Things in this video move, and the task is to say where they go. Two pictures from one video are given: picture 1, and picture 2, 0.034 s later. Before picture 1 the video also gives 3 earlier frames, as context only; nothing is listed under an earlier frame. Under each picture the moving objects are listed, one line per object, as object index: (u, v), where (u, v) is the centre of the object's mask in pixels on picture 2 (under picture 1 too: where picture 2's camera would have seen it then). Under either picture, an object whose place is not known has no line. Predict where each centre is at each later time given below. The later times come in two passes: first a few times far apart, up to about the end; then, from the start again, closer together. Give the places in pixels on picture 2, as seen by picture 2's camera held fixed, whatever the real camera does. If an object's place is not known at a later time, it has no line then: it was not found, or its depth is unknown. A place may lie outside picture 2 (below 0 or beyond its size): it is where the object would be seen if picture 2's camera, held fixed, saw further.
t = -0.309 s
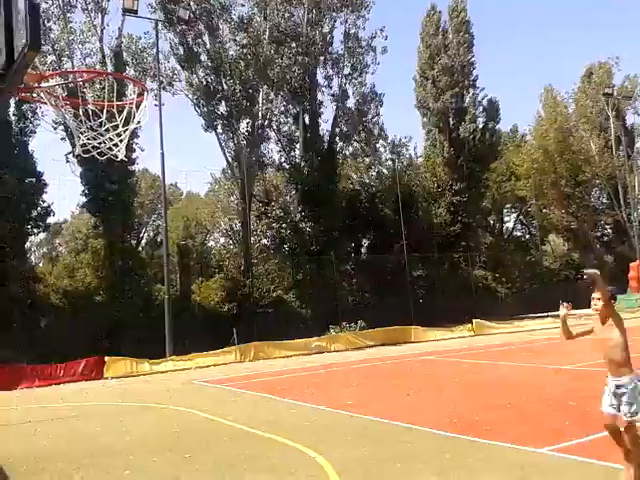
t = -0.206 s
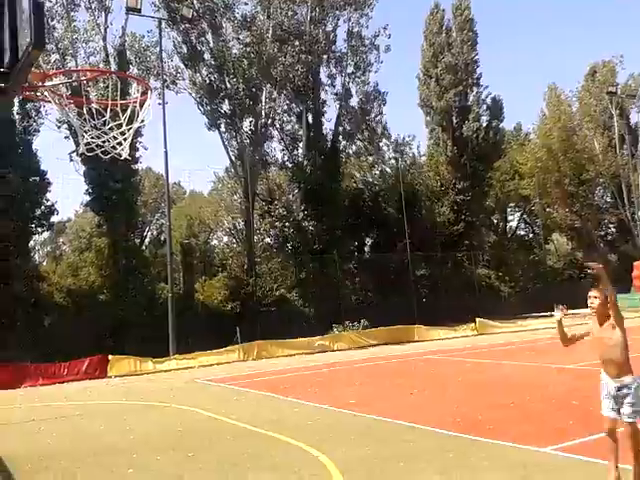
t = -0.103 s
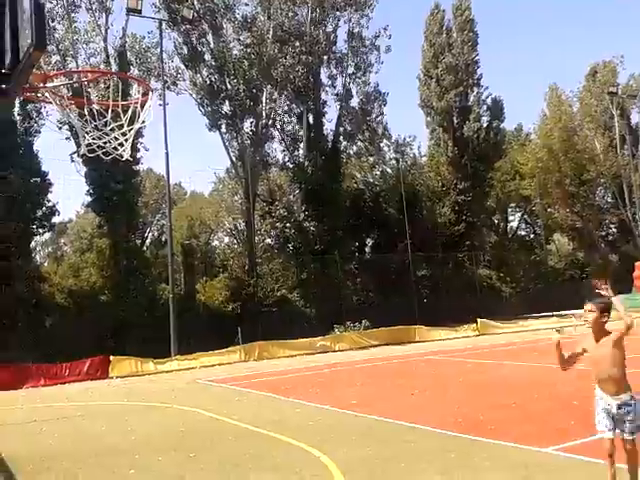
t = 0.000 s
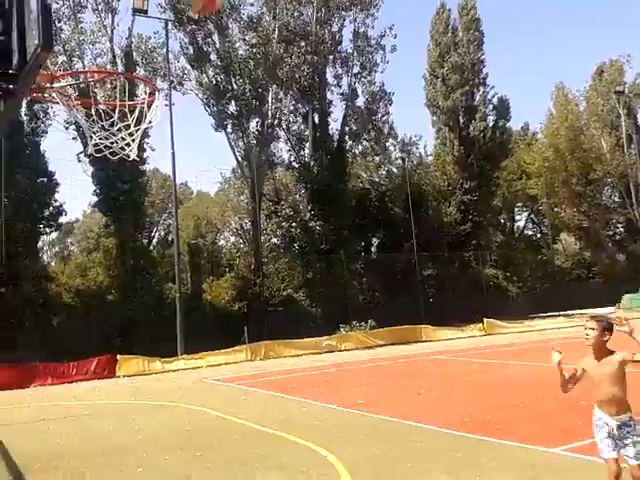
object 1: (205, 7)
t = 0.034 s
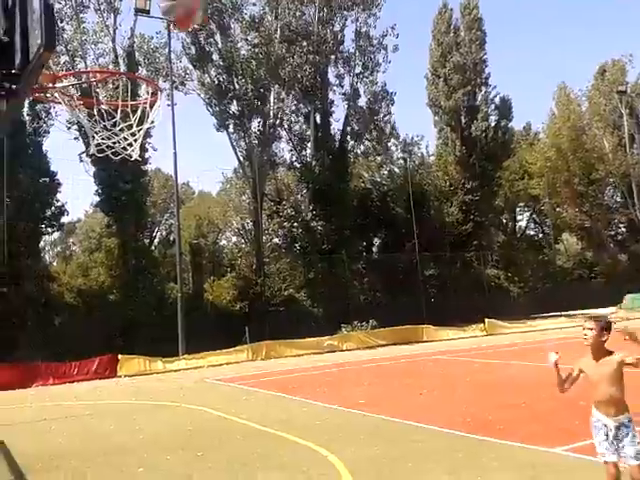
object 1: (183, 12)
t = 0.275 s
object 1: (72, 140)
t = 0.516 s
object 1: (94, 258)
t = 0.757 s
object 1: (110, 477)
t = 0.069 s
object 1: (159, 23)
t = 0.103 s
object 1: (138, 42)
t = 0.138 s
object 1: (89, 93)
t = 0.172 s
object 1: (71, 115)
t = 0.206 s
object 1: (66, 123)
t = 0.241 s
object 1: (68, 133)
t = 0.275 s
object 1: (72, 140)
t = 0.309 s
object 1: (74, 152)
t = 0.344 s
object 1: (77, 164)
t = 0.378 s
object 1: (80, 179)
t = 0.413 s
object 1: (84, 195)
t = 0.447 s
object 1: (88, 214)
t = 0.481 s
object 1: (91, 231)
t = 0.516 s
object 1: (94, 258)
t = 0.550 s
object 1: (96, 283)
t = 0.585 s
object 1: (98, 311)
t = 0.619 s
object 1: (101, 339)
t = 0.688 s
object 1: (106, 404)
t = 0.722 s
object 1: (108, 439)
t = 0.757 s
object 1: (110, 477)
